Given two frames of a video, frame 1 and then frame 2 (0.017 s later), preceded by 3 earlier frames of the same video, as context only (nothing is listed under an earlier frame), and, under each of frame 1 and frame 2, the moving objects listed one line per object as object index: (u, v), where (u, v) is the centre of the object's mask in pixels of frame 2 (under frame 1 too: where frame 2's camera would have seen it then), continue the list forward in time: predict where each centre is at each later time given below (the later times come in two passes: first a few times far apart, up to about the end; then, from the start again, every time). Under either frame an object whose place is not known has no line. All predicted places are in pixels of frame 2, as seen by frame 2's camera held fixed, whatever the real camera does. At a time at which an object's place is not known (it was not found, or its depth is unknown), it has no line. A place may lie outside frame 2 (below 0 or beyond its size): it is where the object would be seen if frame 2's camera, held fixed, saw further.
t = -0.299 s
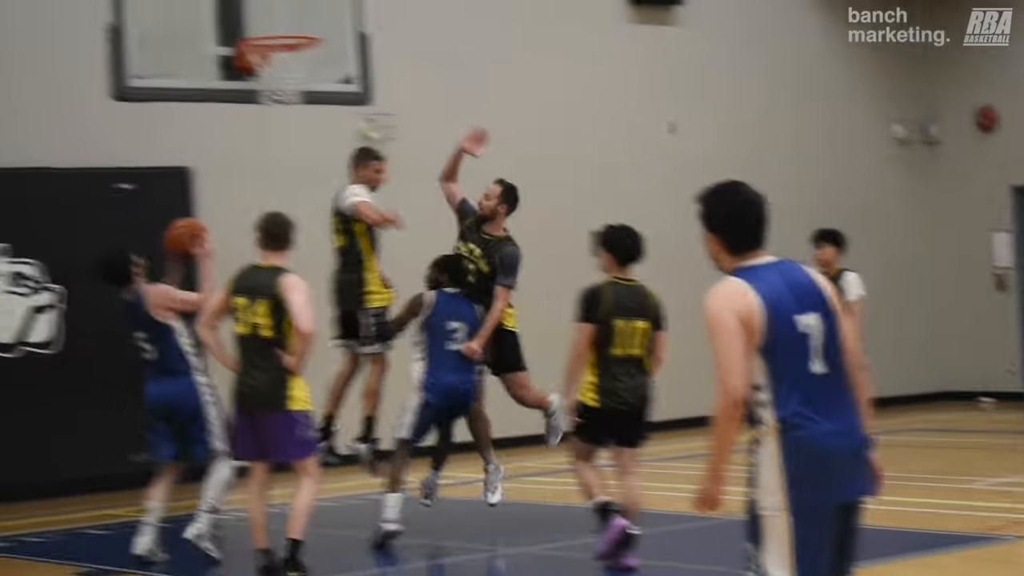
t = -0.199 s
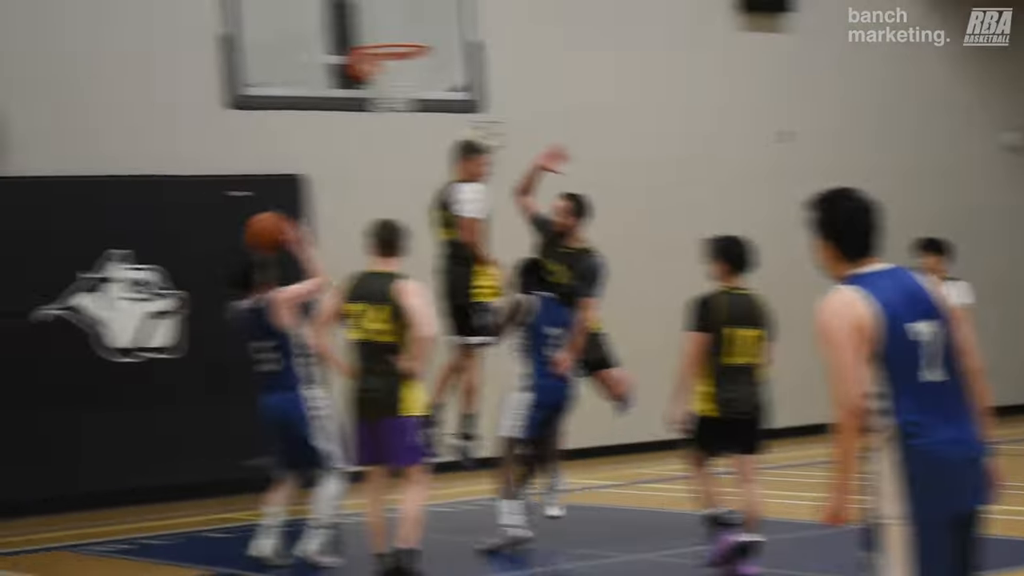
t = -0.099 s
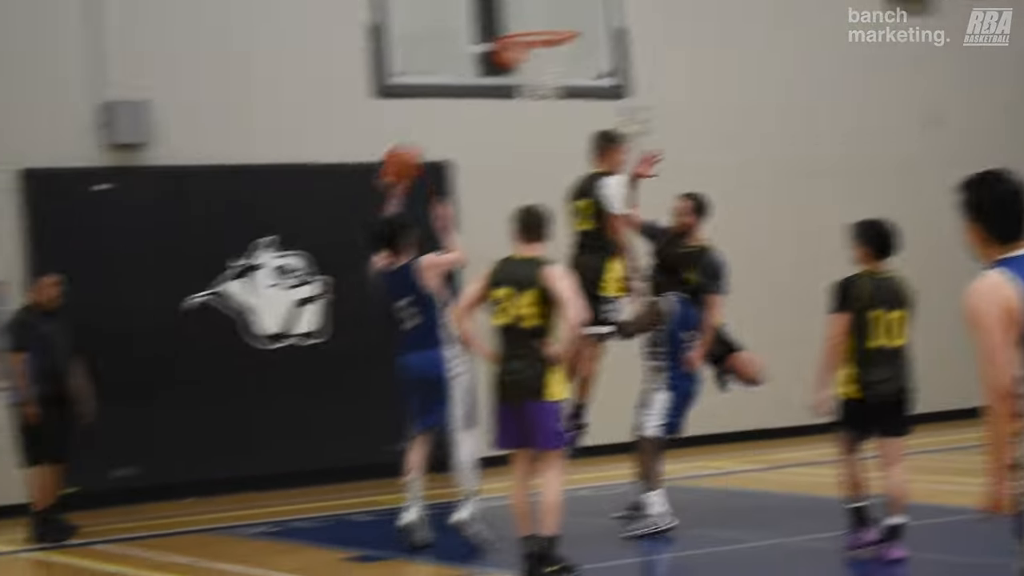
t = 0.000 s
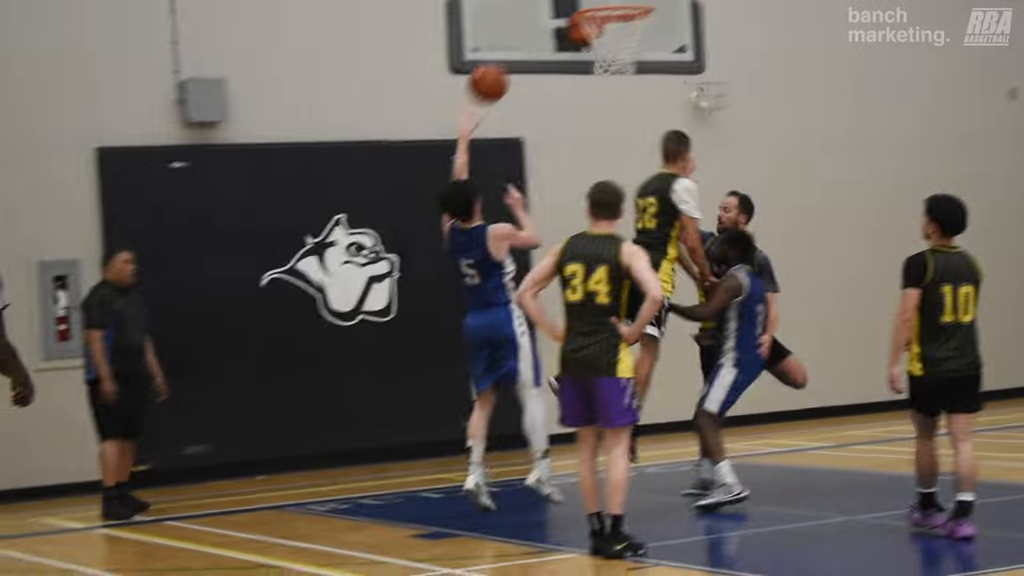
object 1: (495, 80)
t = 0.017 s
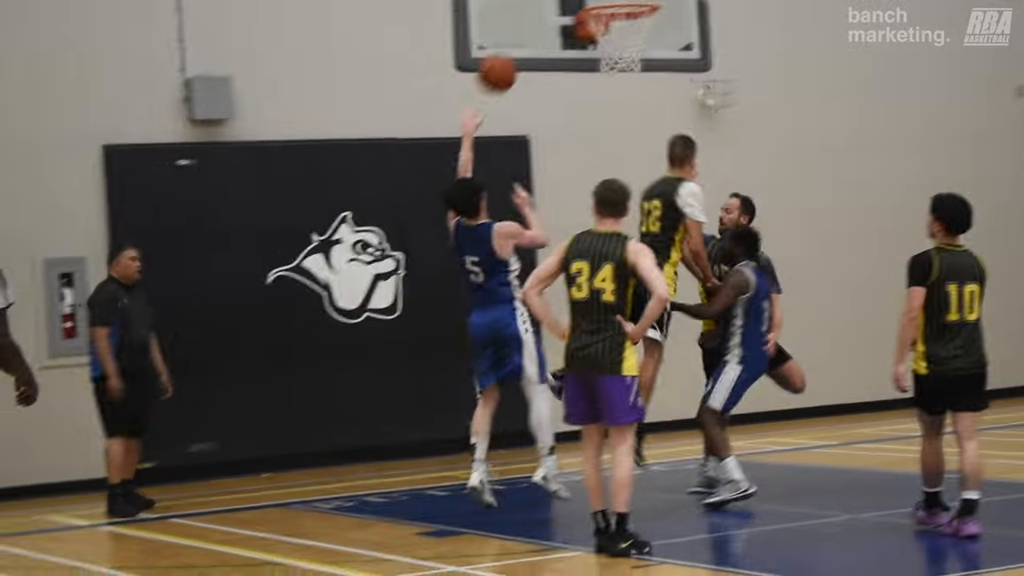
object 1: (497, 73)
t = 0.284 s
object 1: (548, 10)
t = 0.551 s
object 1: (518, 55)
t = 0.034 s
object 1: (500, 66)
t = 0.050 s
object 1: (503, 58)
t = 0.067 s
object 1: (506, 51)
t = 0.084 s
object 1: (509, 46)
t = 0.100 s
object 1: (512, 40)
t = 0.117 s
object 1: (514, 35)
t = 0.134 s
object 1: (517, 31)
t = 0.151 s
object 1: (521, 27)
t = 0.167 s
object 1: (523, 25)
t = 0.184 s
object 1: (526, 23)
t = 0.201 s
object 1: (529, 21)
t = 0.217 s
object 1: (532, 20)
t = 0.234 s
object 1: (535, 19)
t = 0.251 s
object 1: (538, 15)
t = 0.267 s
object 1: (543, 11)
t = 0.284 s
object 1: (548, 10)
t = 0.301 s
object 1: (554, 10)
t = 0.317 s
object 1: (561, 11)
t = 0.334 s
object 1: (564, 10)
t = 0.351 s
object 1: (563, 10)
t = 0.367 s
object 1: (559, 12)
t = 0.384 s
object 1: (555, 13)
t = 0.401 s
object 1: (551, 15)
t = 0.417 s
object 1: (547, 18)
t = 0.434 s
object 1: (543, 21)
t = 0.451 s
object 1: (539, 25)
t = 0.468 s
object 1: (536, 29)
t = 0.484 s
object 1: (532, 34)
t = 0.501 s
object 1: (529, 39)
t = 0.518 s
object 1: (525, 43)
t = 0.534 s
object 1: (522, 49)
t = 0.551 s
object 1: (518, 55)
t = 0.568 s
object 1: (515, 62)
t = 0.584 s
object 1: (511, 70)
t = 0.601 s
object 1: (508, 77)
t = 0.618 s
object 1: (505, 85)
